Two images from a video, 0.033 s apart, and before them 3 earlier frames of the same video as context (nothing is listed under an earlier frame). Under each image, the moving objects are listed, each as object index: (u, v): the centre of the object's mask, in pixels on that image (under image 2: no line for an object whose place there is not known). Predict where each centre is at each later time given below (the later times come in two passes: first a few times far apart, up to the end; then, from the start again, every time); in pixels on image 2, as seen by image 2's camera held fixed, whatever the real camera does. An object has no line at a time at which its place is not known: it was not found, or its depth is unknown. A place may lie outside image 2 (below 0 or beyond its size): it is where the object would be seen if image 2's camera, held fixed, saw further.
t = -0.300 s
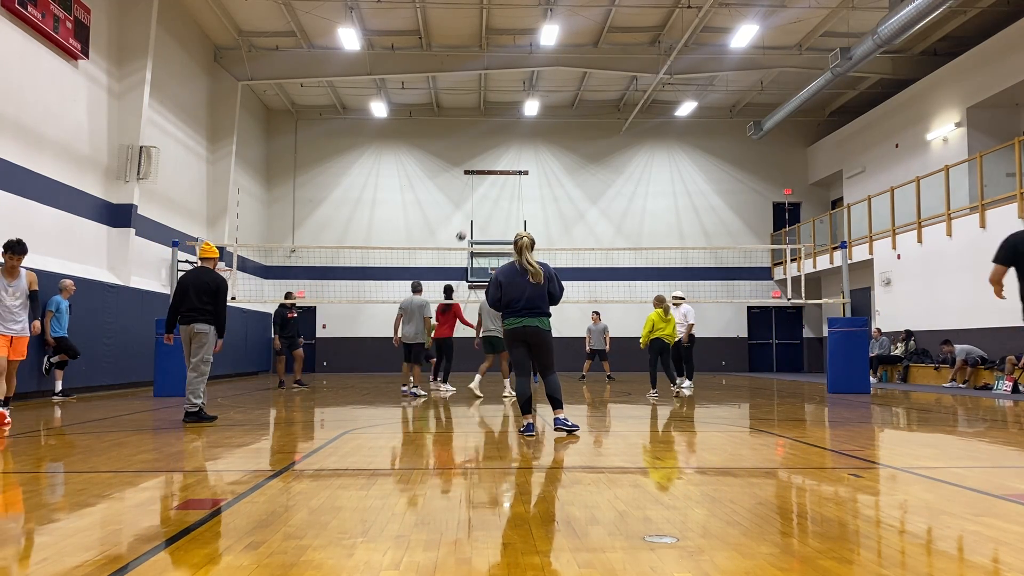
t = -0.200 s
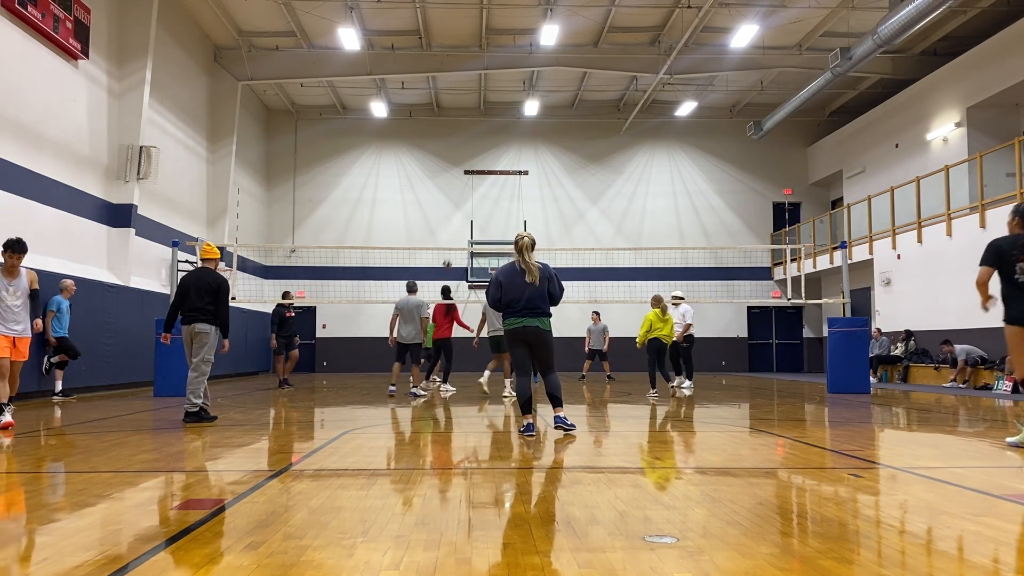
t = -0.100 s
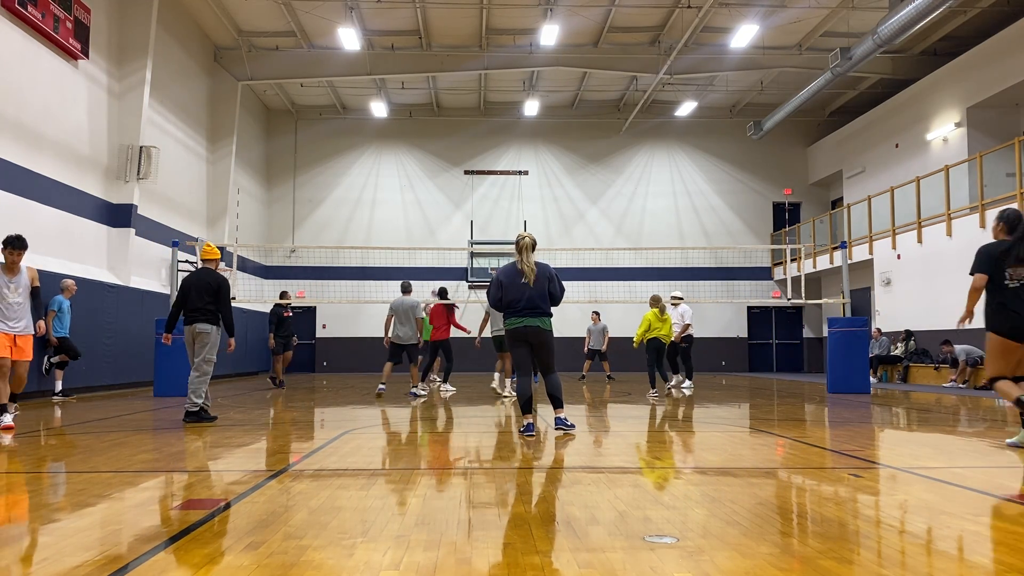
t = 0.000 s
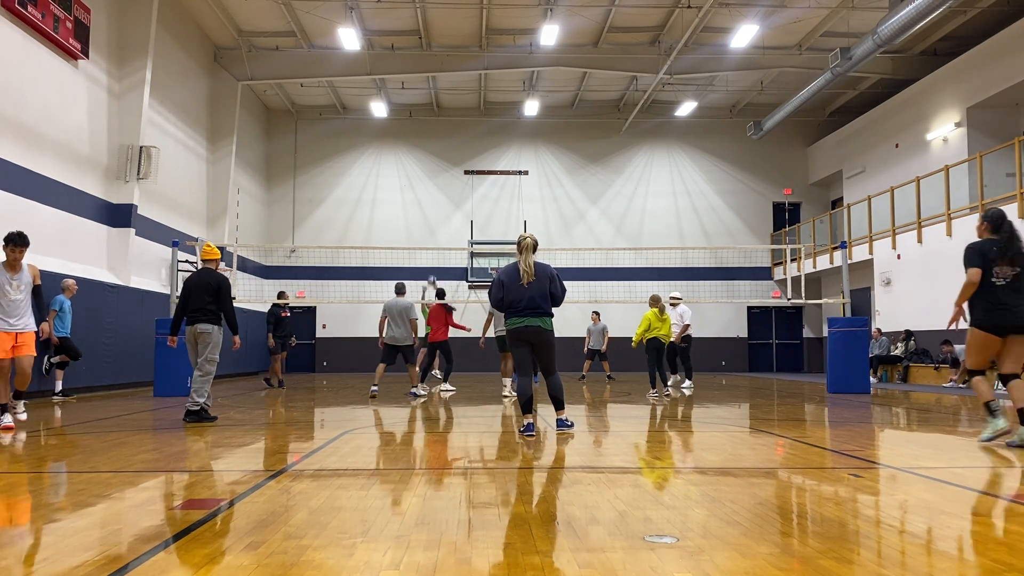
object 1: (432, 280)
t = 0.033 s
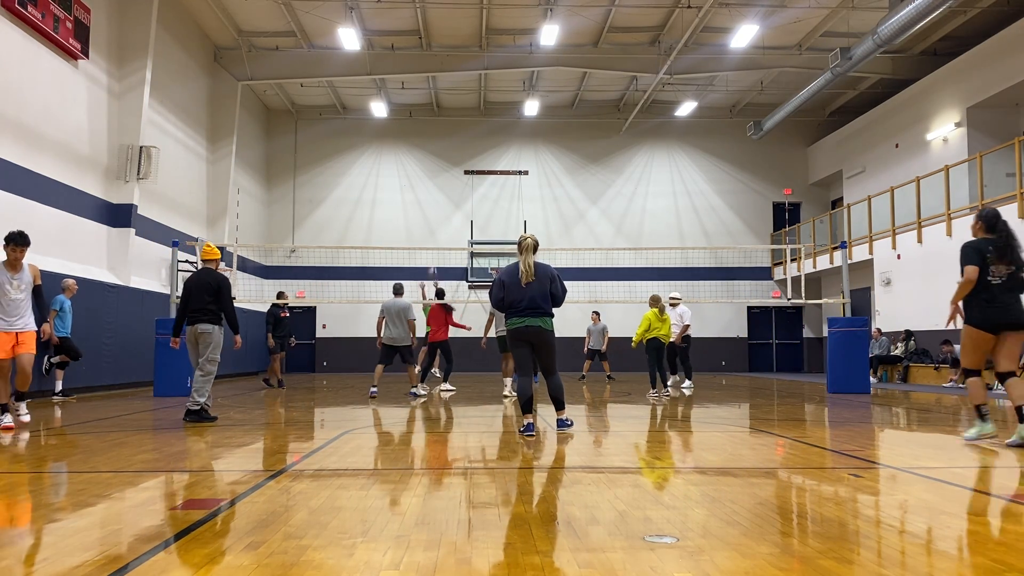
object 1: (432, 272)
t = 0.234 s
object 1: (434, 227)
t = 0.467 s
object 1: (437, 197)
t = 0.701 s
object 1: (440, 191)
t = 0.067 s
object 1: (432, 263)
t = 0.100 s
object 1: (432, 255)
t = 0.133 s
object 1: (433, 247)
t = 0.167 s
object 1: (433, 240)
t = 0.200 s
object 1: (433, 233)
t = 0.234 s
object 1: (434, 227)
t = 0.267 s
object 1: (434, 222)
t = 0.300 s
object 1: (435, 216)
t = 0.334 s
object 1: (435, 211)
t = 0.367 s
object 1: (436, 207)
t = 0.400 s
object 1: (436, 203)
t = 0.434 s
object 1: (436, 200)
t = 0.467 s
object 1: (437, 197)
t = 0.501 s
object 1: (437, 195)
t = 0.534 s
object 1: (438, 193)
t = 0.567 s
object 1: (438, 191)
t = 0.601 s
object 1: (438, 191)
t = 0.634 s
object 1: (439, 190)
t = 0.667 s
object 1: (439, 190)
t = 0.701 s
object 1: (440, 191)
